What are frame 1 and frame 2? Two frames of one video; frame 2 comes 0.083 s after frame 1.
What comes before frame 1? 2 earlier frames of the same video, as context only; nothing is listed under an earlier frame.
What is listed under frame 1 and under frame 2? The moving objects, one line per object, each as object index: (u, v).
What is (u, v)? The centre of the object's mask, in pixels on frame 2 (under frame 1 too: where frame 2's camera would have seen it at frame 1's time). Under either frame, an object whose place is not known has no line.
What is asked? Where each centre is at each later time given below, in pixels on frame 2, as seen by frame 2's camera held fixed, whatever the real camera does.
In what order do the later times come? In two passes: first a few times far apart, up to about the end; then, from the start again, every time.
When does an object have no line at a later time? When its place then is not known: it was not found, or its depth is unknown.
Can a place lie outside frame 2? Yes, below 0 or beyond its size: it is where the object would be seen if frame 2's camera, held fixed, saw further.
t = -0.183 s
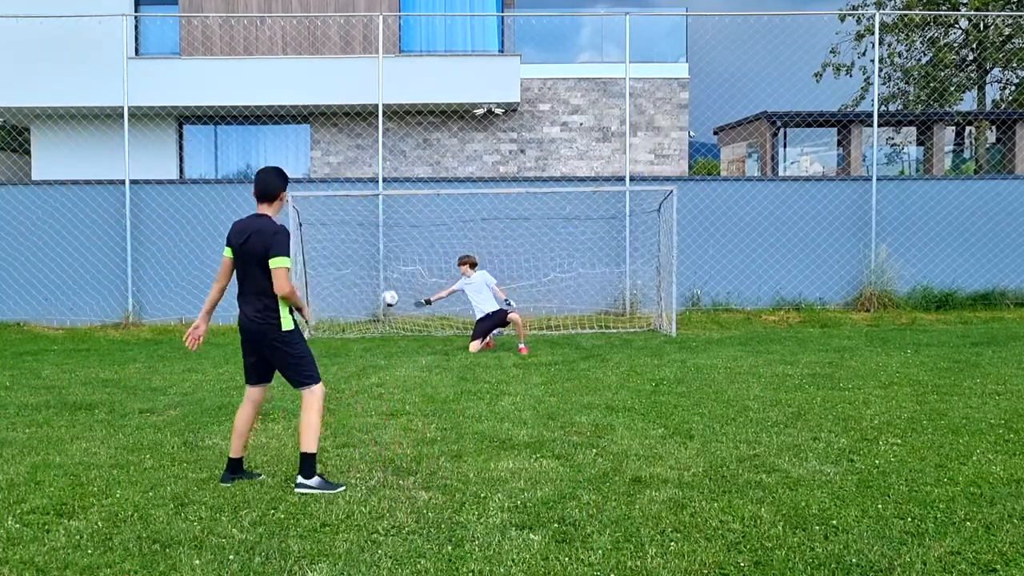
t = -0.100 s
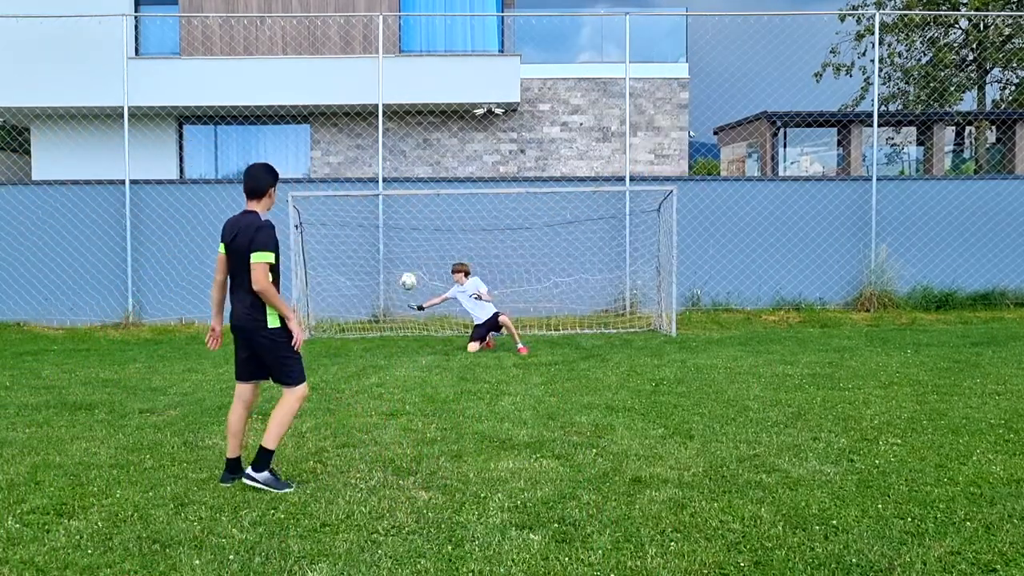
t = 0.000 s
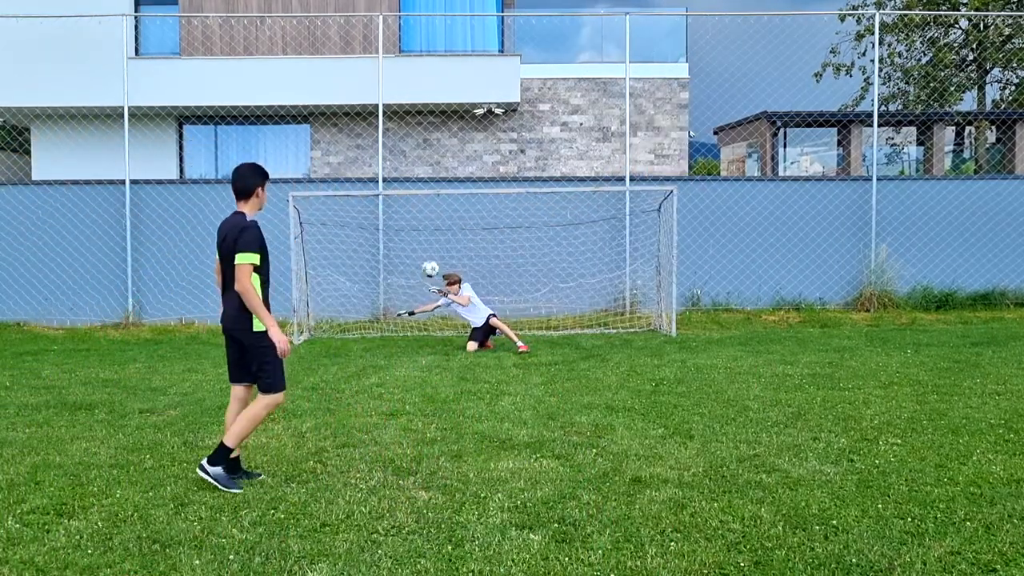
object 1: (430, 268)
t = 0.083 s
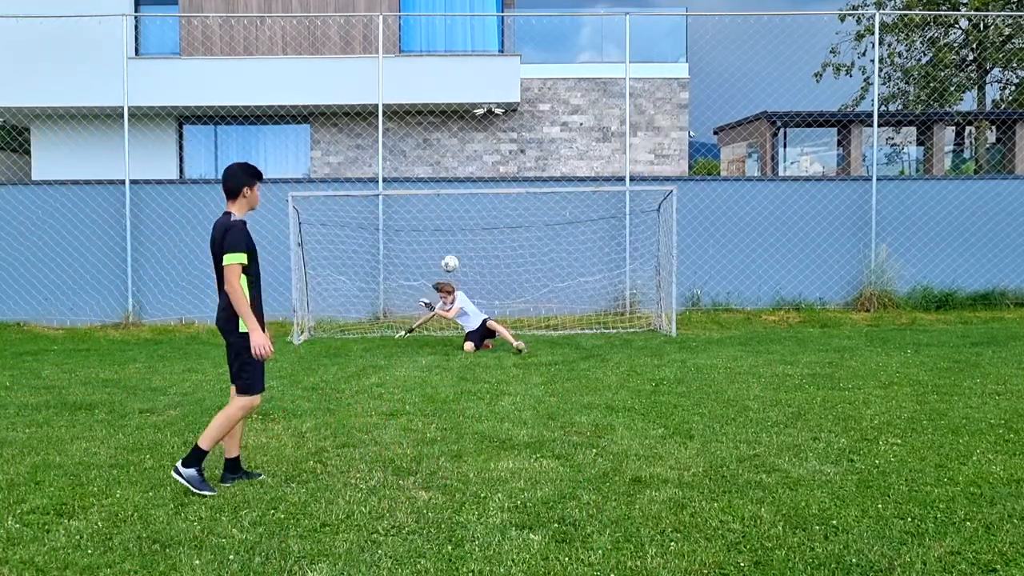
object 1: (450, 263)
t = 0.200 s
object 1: (477, 266)
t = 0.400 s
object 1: (527, 296)
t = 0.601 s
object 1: (579, 341)
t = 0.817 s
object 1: (635, 309)
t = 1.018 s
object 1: (692, 316)
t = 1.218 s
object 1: (751, 357)
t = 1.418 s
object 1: (816, 349)
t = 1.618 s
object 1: (886, 363)
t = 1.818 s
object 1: (959, 371)
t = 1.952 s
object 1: (1011, 375)
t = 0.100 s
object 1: (453, 263)
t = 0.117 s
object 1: (458, 263)
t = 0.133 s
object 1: (461, 263)
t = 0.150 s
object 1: (465, 264)
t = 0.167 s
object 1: (469, 264)
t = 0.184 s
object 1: (474, 265)
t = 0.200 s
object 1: (477, 266)
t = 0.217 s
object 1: (481, 266)
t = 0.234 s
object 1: (485, 268)
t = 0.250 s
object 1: (490, 270)
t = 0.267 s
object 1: (494, 272)
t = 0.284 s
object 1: (498, 274)
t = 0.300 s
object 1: (503, 277)
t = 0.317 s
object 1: (506, 279)
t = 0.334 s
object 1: (510, 282)
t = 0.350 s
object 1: (515, 286)
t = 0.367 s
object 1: (519, 289)
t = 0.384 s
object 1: (523, 292)
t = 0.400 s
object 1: (527, 296)
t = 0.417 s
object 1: (531, 300)
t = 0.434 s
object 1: (536, 304)
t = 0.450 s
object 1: (540, 309)
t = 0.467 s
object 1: (545, 313)
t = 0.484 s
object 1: (549, 318)
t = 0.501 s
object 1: (553, 324)
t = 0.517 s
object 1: (557, 329)
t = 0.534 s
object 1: (562, 335)
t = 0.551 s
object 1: (566, 341)
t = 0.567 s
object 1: (570, 347)
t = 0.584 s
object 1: (574, 345)
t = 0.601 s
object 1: (579, 341)
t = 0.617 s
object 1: (583, 337)
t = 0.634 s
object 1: (588, 334)
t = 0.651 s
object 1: (592, 330)
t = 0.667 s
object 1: (596, 327)
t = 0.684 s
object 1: (601, 325)
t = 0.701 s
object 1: (605, 323)
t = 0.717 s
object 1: (608, 320)
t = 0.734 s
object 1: (613, 317)
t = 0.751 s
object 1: (618, 315)
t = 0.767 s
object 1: (622, 313)
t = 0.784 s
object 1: (626, 312)
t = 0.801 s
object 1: (631, 310)
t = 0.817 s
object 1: (635, 309)
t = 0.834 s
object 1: (640, 308)
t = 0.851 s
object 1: (645, 308)
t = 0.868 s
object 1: (649, 307)
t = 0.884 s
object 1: (654, 308)
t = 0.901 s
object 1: (659, 308)
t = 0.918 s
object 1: (664, 309)
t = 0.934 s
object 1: (668, 310)
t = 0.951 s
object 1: (673, 311)
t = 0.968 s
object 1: (678, 311)
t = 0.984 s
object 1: (683, 313)
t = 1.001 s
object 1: (687, 314)
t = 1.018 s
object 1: (692, 316)
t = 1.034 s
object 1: (696, 319)
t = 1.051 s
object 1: (701, 321)
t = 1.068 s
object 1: (707, 324)
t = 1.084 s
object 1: (712, 327)
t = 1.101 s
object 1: (717, 330)
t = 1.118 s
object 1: (721, 334)
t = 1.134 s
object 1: (726, 338)
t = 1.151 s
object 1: (731, 342)
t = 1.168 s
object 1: (736, 346)
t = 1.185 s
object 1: (741, 351)
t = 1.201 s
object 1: (746, 356)
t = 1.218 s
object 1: (751, 357)
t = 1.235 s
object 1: (756, 355)
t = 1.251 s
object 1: (761, 353)
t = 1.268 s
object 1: (767, 352)
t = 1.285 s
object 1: (773, 350)
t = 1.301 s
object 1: (778, 349)
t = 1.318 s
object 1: (783, 349)
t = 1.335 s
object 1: (788, 348)
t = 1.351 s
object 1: (794, 348)
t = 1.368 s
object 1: (799, 348)
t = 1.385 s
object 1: (805, 348)
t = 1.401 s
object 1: (810, 348)
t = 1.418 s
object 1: (816, 349)
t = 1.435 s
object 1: (822, 350)
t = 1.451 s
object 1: (827, 351)
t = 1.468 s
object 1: (833, 353)
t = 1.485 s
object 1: (840, 355)
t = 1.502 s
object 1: (845, 357)
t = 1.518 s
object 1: (851, 360)
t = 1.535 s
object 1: (856, 362)
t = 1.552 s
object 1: (863, 364)
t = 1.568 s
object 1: (868, 365)
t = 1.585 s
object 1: (874, 364)
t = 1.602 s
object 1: (880, 364)
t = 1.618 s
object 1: (886, 363)
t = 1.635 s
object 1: (892, 363)
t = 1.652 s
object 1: (898, 363)
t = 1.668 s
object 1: (904, 363)
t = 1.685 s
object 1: (910, 364)
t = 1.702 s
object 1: (916, 364)
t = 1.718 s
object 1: (922, 366)
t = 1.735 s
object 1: (928, 368)
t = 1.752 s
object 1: (934, 369)
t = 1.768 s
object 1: (940, 371)
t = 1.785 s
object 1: (947, 371)
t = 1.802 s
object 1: (953, 371)
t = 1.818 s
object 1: (959, 371)
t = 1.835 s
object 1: (966, 371)
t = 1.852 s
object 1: (972, 372)
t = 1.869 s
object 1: (979, 372)
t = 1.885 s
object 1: (985, 373)
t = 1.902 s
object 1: (992, 374)
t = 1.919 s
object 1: (998, 374)
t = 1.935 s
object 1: (1004, 375)
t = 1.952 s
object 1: (1011, 375)
